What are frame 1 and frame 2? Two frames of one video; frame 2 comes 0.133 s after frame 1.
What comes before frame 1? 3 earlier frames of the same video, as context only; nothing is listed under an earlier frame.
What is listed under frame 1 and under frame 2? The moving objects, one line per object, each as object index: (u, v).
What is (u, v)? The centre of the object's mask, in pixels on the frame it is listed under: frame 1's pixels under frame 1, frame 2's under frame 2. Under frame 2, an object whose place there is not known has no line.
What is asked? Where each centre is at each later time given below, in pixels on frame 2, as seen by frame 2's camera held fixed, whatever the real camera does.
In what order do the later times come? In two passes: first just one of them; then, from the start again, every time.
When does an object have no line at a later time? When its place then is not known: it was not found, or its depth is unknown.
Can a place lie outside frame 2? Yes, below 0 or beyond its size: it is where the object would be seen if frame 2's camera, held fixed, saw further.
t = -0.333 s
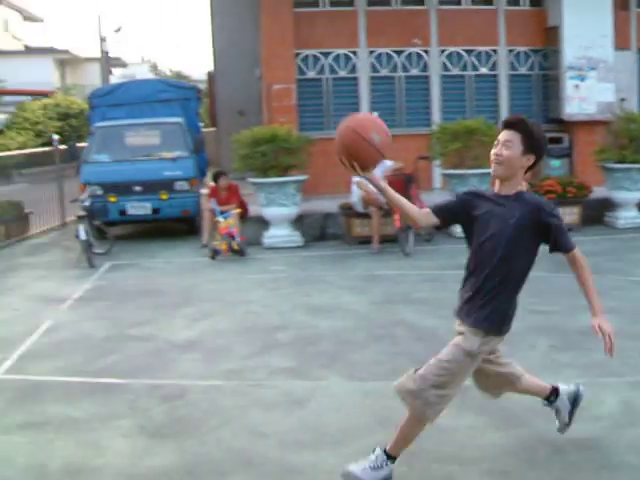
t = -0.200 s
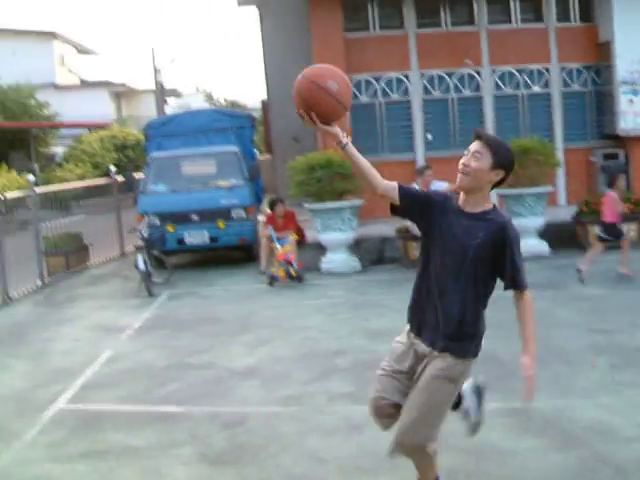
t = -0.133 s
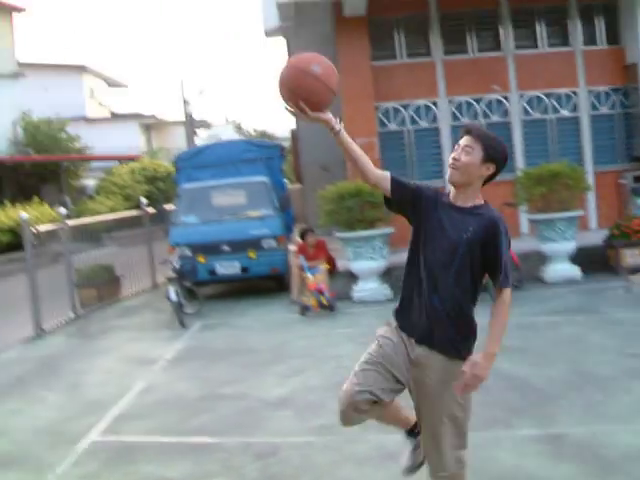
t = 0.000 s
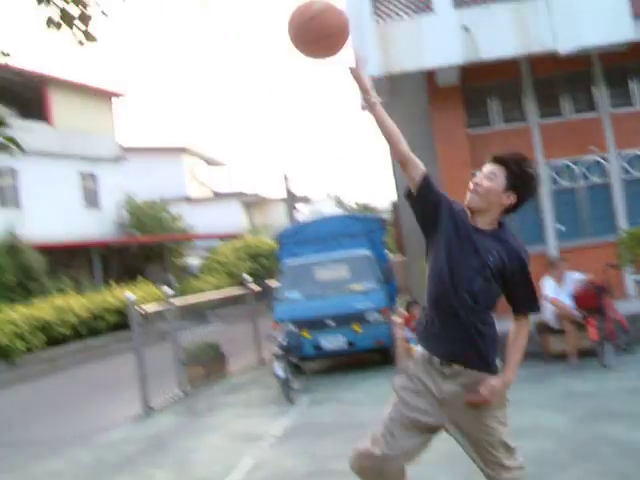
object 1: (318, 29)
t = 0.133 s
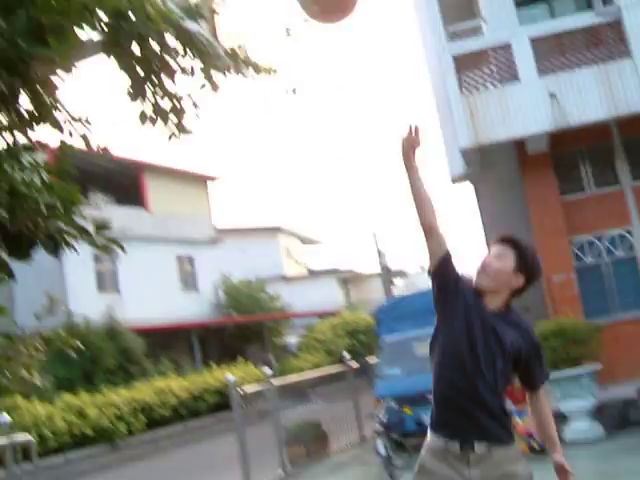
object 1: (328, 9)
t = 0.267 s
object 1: (256, -76)
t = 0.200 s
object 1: (291, -33)
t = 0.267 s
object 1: (256, -76)
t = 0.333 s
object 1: (224, -104)
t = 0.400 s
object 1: (200, -122)
